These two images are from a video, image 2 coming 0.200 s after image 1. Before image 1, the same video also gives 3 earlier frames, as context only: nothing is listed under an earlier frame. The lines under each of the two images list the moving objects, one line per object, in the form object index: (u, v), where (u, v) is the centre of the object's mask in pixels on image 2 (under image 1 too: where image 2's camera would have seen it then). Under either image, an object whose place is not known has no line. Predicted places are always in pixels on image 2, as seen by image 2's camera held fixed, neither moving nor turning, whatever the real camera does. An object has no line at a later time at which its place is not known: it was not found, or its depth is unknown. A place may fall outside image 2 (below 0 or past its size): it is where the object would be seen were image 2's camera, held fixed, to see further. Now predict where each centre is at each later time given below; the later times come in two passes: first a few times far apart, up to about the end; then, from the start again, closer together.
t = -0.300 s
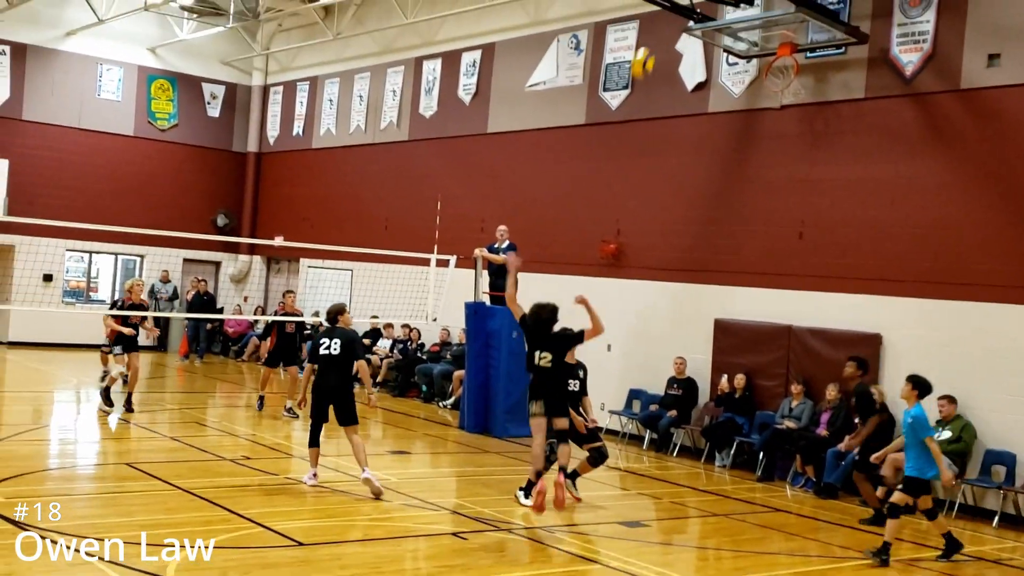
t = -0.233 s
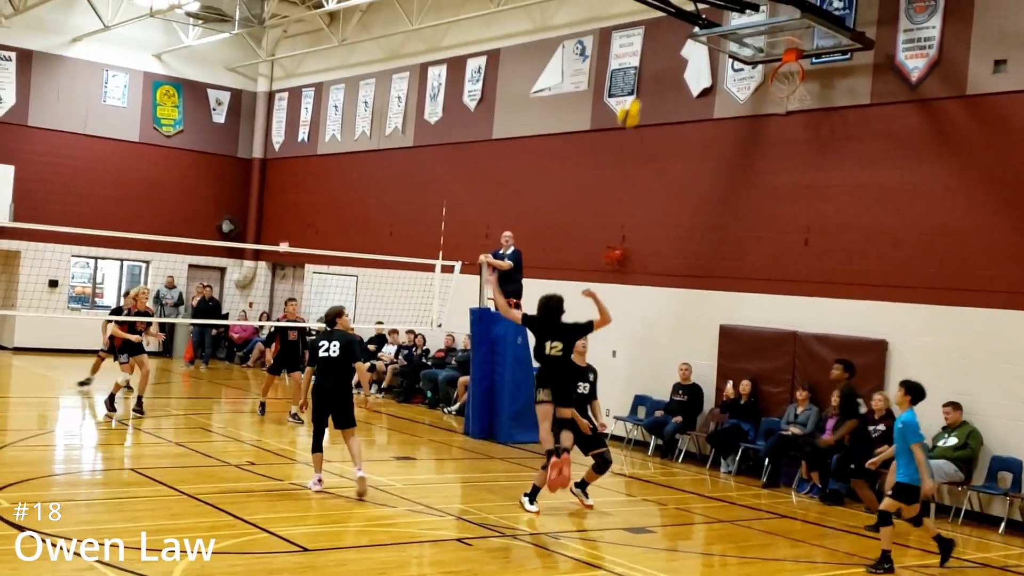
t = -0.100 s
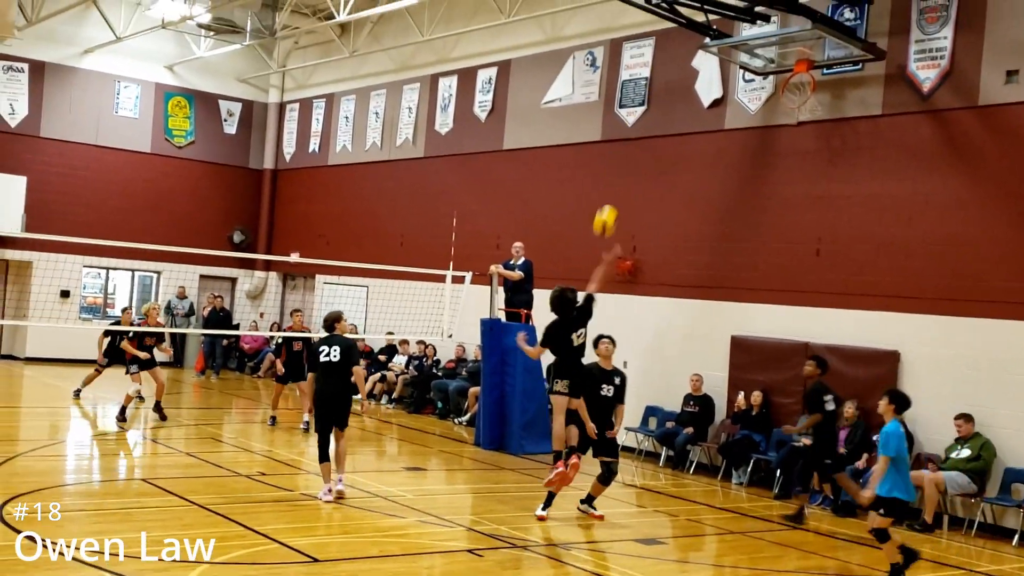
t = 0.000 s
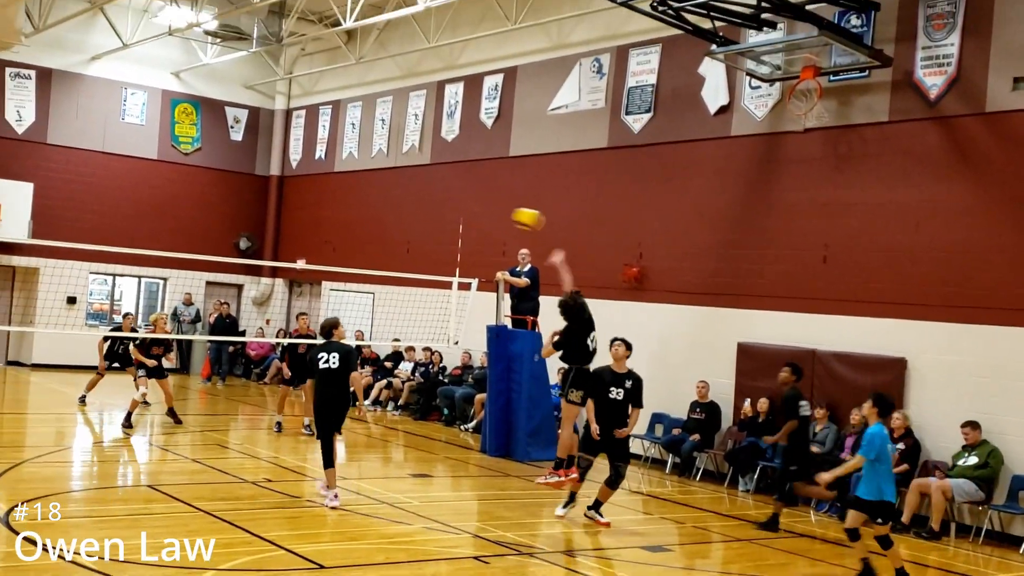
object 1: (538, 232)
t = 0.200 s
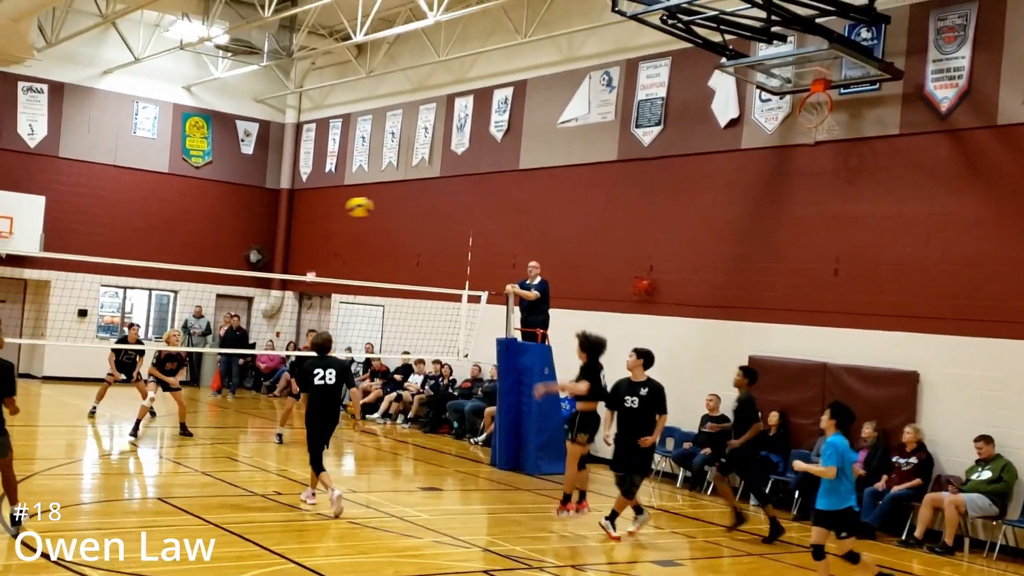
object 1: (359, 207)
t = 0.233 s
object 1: (333, 206)
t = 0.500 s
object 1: (153, 239)
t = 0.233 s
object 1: (333, 206)
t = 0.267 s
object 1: (308, 208)
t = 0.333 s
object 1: (260, 213)
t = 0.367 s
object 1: (238, 217)
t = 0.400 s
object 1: (215, 221)
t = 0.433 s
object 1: (194, 226)
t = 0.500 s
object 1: (153, 239)
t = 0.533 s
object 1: (133, 246)
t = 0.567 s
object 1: (114, 252)
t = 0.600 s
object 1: (95, 264)
